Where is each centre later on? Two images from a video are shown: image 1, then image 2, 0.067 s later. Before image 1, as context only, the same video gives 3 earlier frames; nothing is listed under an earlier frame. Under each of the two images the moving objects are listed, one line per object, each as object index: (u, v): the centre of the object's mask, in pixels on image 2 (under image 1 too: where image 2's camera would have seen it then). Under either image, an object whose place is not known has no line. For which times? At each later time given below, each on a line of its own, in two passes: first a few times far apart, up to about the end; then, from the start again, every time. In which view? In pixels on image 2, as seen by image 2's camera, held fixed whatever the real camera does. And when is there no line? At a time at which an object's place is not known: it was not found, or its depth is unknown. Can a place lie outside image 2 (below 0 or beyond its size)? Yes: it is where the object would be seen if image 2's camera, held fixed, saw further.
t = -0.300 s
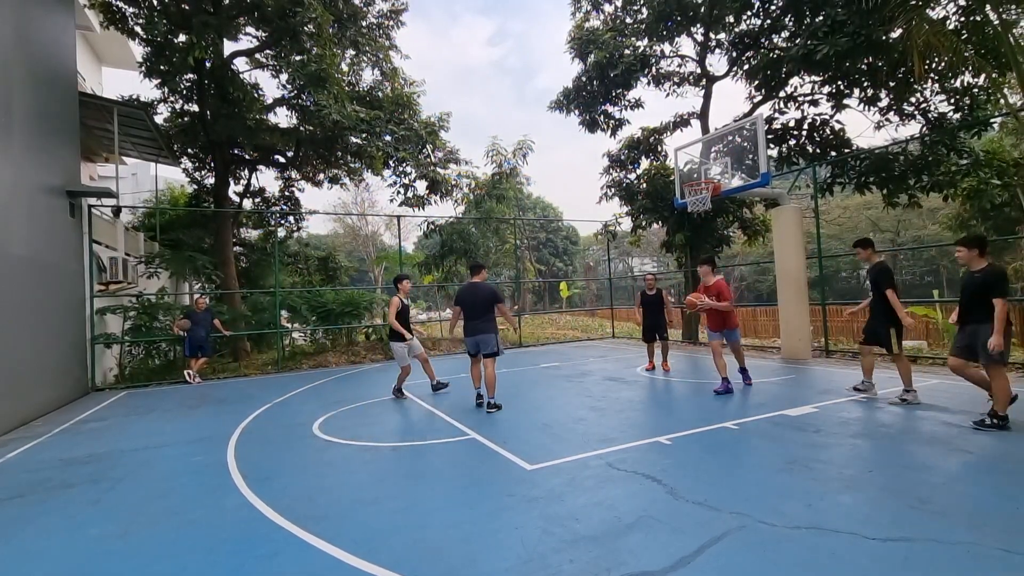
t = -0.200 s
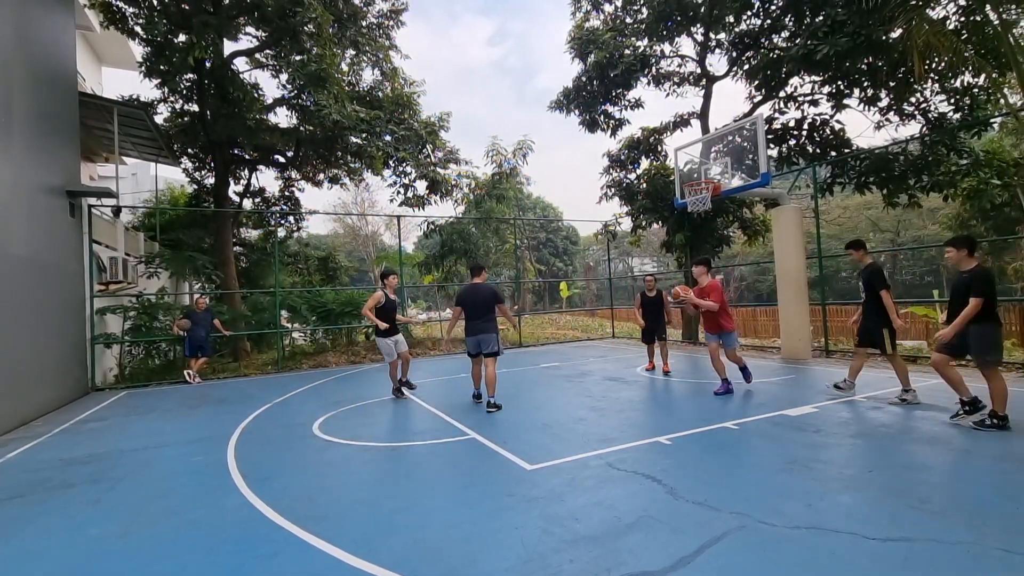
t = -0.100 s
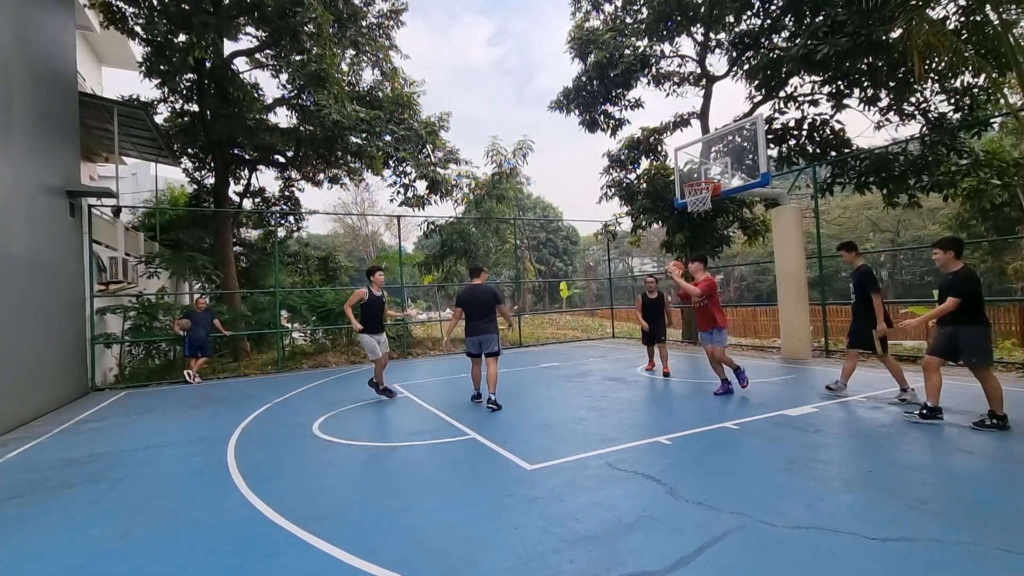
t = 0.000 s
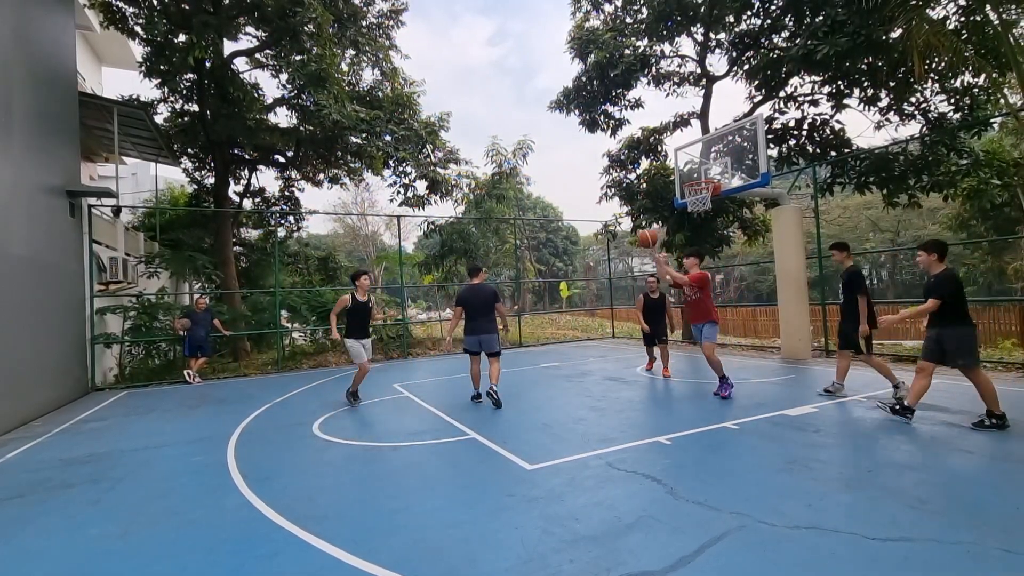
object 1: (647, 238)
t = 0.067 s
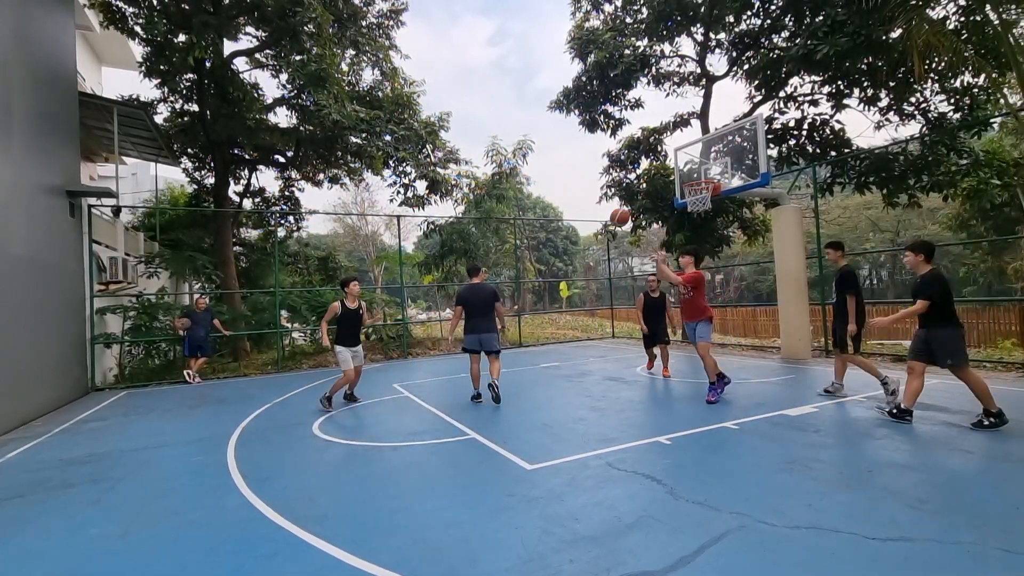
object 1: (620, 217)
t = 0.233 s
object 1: (548, 178)
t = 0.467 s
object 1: (446, 159)
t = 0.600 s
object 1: (385, 169)
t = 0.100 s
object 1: (605, 208)
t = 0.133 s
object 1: (591, 199)
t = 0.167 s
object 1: (577, 191)
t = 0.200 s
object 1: (563, 184)
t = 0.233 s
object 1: (548, 178)
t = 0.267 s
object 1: (534, 173)
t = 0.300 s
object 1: (520, 169)
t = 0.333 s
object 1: (505, 166)
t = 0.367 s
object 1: (491, 163)
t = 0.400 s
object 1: (476, 160)
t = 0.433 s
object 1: (461, 160)
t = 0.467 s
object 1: (446, 159)
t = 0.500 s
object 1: (432, 160)
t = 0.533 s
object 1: (416, 163)
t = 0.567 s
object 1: (401, 166)
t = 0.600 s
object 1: (385, 169)
